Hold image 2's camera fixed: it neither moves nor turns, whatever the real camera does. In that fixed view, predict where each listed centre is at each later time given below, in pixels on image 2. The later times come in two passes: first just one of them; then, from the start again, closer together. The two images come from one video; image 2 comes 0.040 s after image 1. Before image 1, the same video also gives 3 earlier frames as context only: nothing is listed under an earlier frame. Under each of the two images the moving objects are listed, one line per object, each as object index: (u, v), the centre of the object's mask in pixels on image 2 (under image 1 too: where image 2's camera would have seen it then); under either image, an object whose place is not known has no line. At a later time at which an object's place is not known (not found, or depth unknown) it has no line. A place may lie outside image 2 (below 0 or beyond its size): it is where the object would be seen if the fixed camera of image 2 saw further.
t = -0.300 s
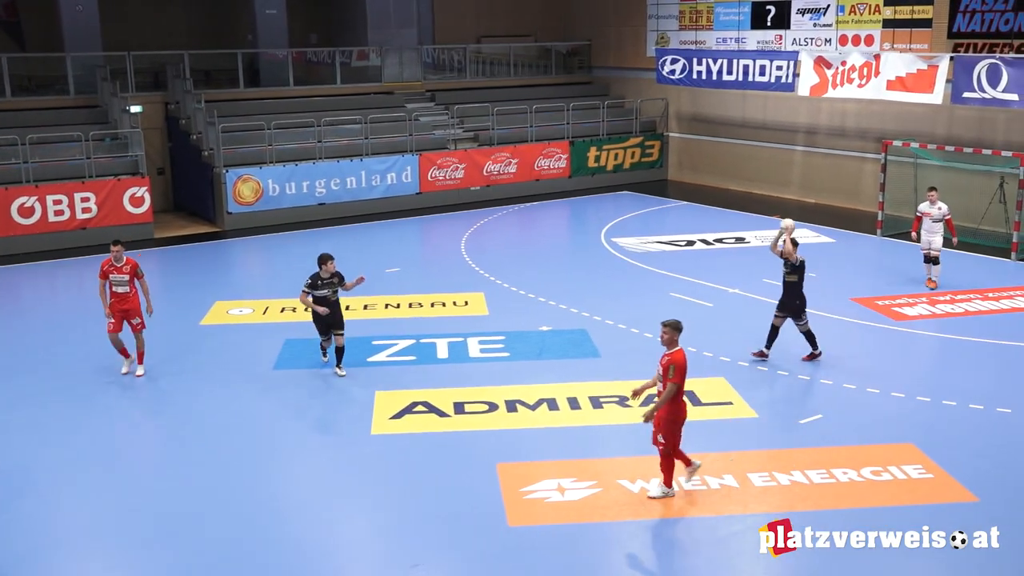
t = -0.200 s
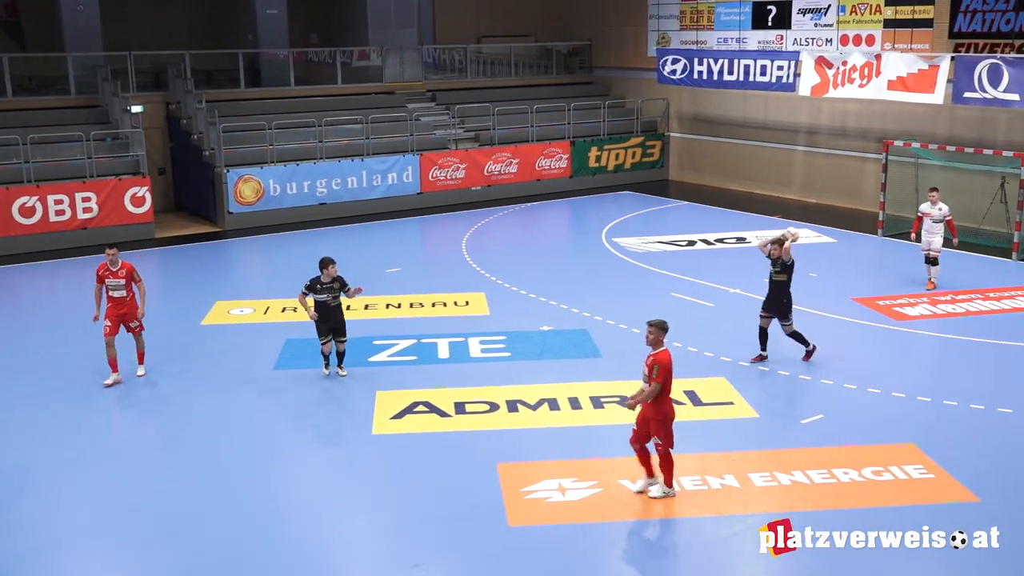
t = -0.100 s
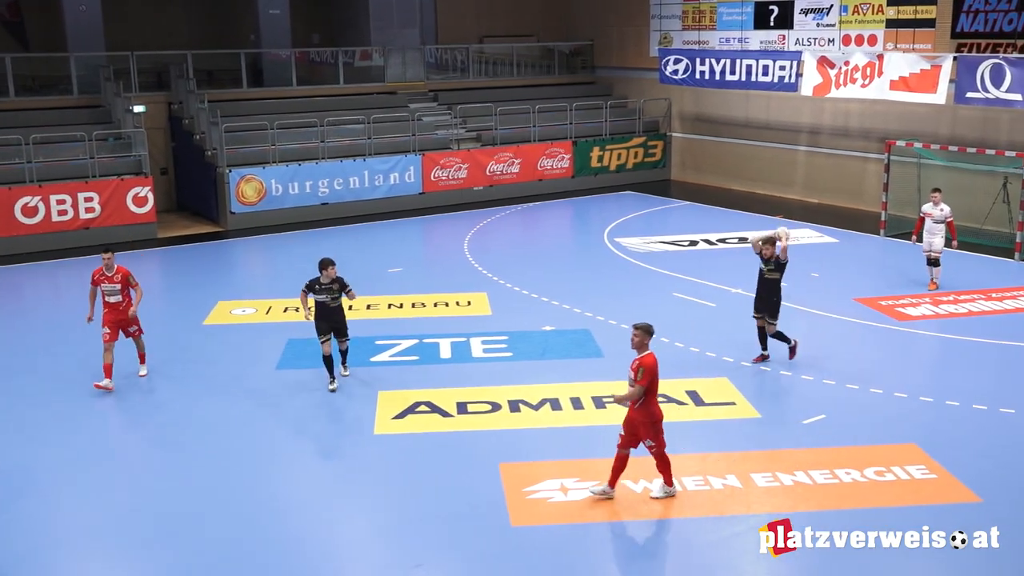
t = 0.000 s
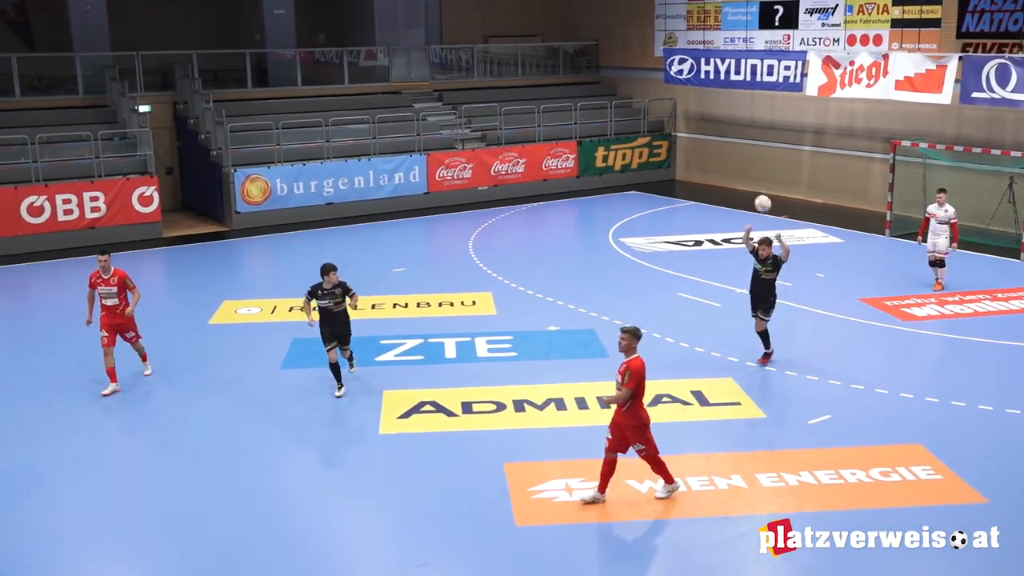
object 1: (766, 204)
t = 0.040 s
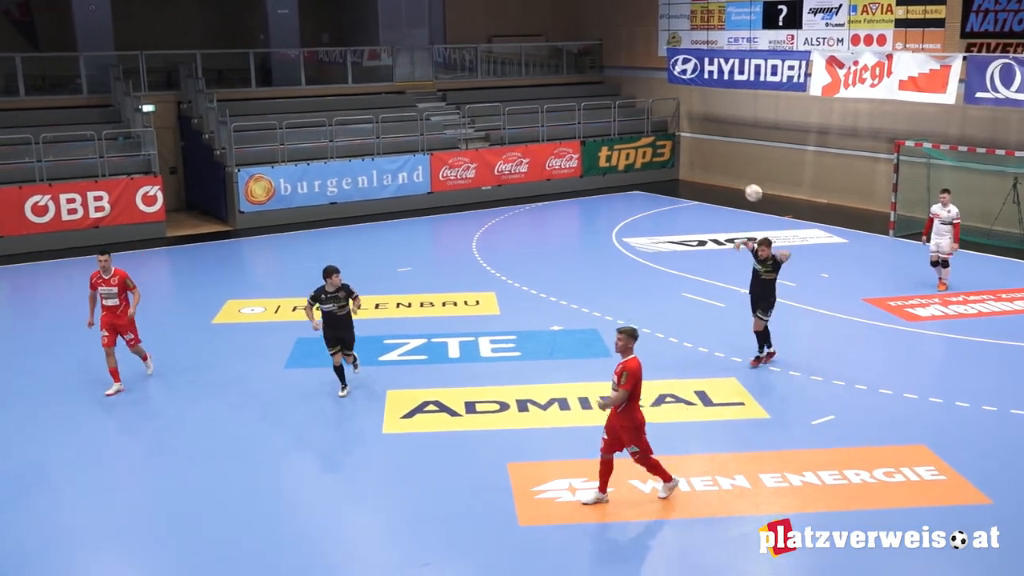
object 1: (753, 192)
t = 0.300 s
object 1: (656, 146)
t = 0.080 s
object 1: (740, 183)
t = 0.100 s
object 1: (733, 178)
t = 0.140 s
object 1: (718, 170)
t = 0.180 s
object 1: (703, 163)
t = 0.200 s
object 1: (696, 159)
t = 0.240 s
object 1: (680, 153)
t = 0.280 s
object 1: (664, 149)
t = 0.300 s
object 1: (656, 146)
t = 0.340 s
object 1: (638, 143)
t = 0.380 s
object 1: (619, 142)
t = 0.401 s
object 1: (610, 142)
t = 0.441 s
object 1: (590, 143)
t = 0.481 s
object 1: (569, 145)
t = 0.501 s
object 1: (558, 147)
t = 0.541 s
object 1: (536, 153)
